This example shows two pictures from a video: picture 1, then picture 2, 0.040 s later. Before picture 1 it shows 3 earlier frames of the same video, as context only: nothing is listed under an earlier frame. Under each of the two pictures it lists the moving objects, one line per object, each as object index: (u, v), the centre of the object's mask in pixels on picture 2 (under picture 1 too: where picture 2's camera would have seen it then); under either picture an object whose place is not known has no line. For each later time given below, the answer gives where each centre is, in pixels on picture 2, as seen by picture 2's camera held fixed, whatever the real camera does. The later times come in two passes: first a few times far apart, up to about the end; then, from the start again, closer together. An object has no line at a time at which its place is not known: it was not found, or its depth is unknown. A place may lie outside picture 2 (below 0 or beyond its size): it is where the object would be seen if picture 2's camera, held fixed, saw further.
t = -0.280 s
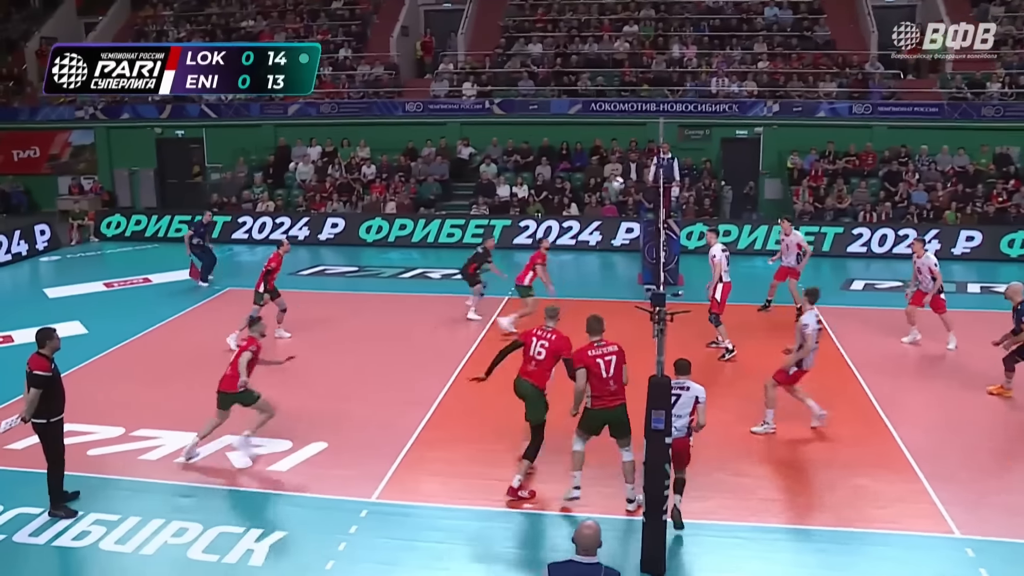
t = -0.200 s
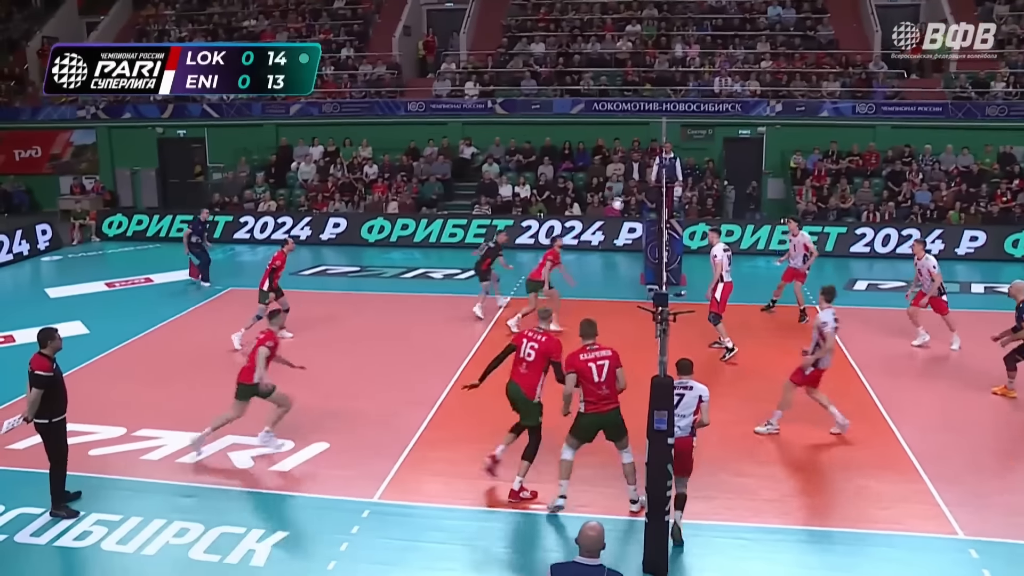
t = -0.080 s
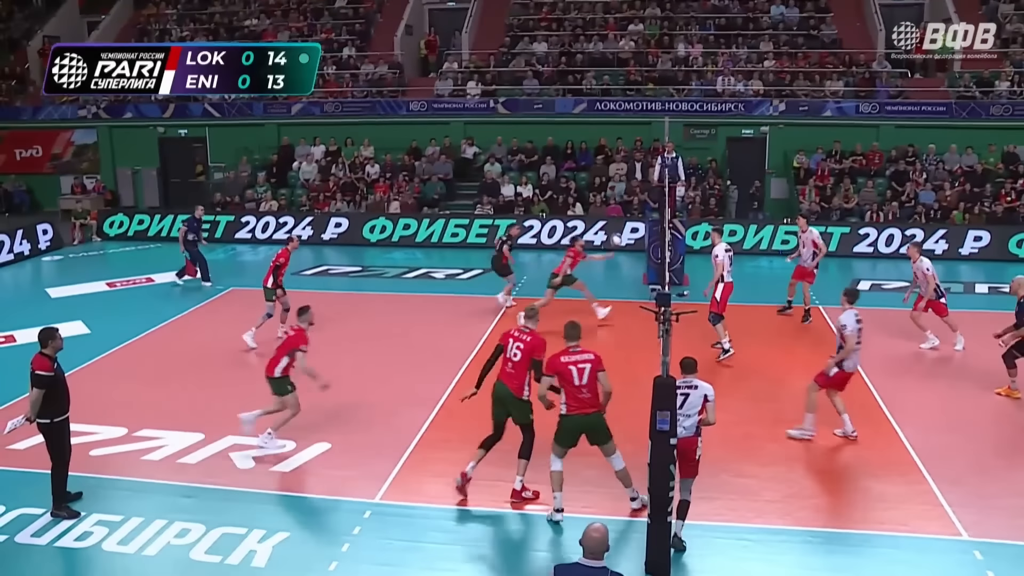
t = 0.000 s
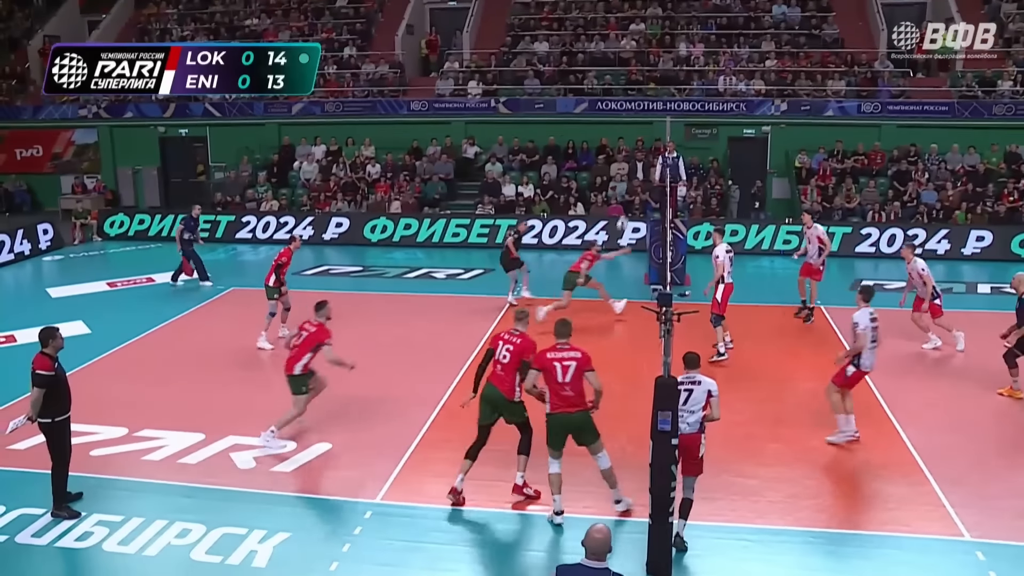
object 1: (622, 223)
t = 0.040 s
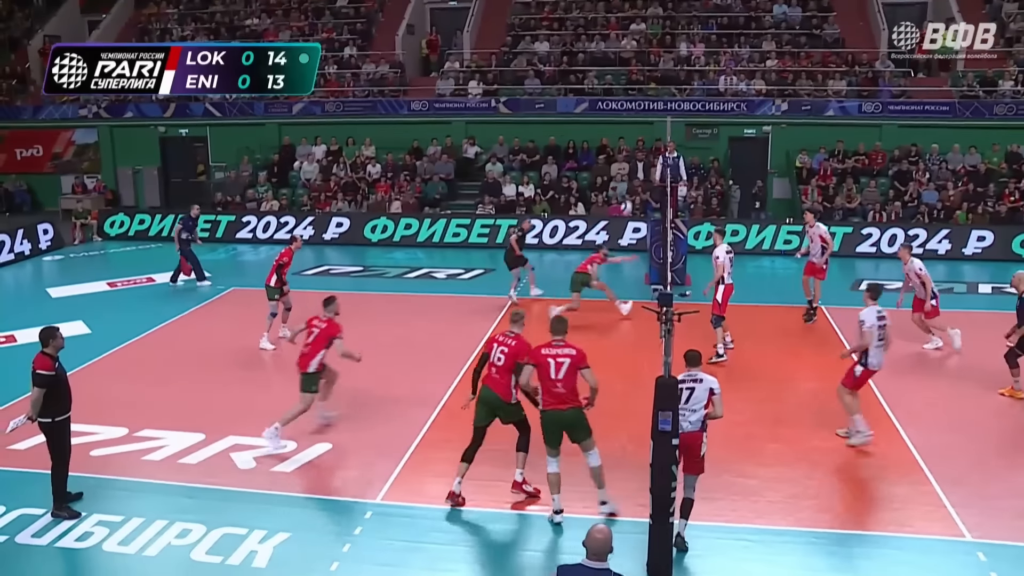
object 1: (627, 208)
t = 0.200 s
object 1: (640, 151)
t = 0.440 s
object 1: (660, 85)
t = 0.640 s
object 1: (678, 52)
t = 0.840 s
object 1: (696, 46)
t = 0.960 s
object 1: (708, 55)
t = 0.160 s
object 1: (636, 165)
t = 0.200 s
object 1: (640, 151)
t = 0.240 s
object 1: (643, 139)
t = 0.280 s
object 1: (646, 126)
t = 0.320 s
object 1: (649, 115)
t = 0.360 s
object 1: (652, 104)
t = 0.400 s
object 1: (657, 94)
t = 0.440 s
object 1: (660, 85)
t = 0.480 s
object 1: (664, 76)
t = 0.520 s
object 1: (667, 68)
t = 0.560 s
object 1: (670, 62)
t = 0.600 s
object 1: (674, 56)
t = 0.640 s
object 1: (678, 52)
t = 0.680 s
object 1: (681, 48)
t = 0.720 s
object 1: (684, 46)
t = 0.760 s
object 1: (688, 43)
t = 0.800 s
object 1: (692, 43)
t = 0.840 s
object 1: (696, 46)
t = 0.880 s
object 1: (700, 46)
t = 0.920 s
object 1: (703, 51)
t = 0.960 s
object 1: (708, 55)
